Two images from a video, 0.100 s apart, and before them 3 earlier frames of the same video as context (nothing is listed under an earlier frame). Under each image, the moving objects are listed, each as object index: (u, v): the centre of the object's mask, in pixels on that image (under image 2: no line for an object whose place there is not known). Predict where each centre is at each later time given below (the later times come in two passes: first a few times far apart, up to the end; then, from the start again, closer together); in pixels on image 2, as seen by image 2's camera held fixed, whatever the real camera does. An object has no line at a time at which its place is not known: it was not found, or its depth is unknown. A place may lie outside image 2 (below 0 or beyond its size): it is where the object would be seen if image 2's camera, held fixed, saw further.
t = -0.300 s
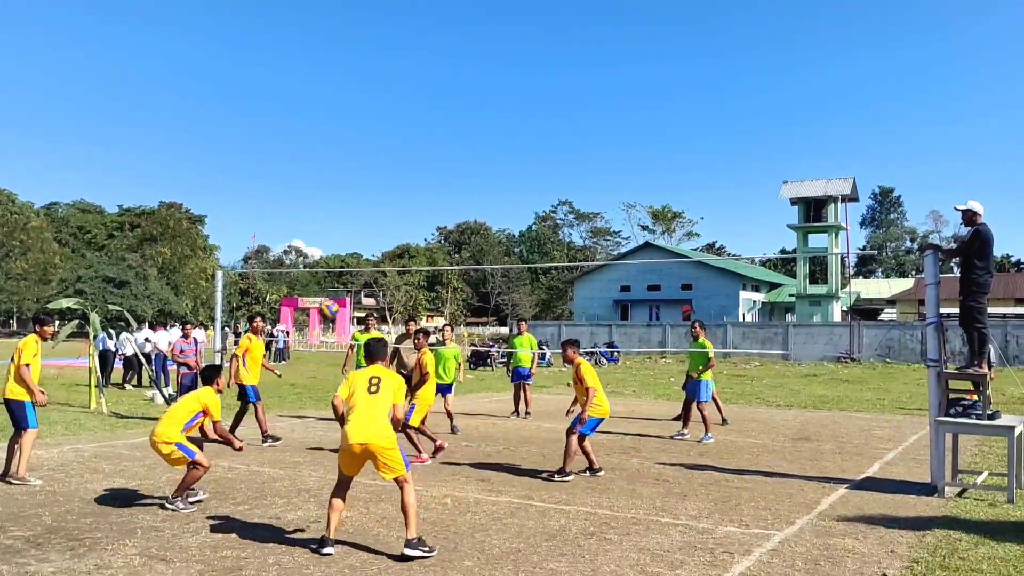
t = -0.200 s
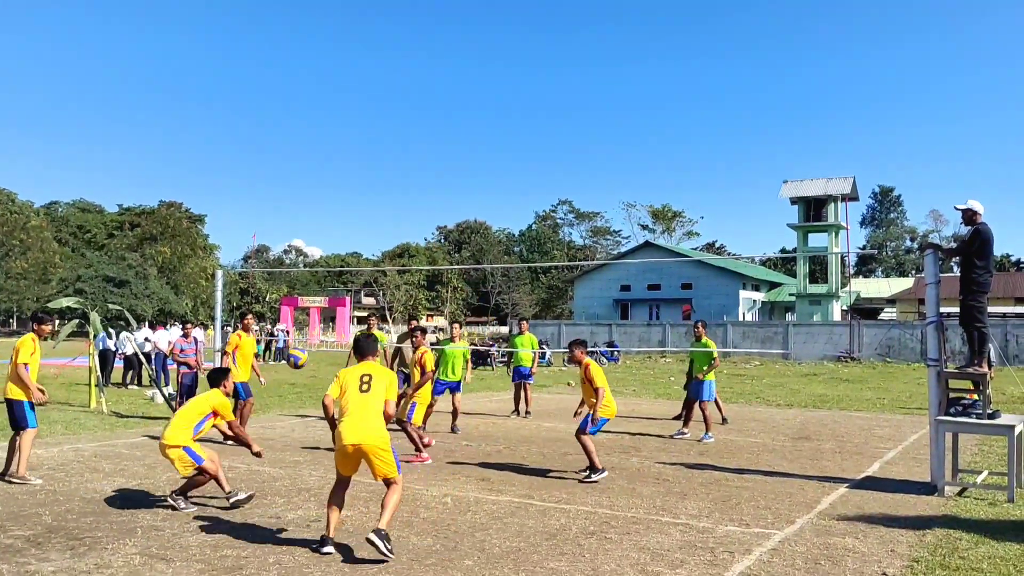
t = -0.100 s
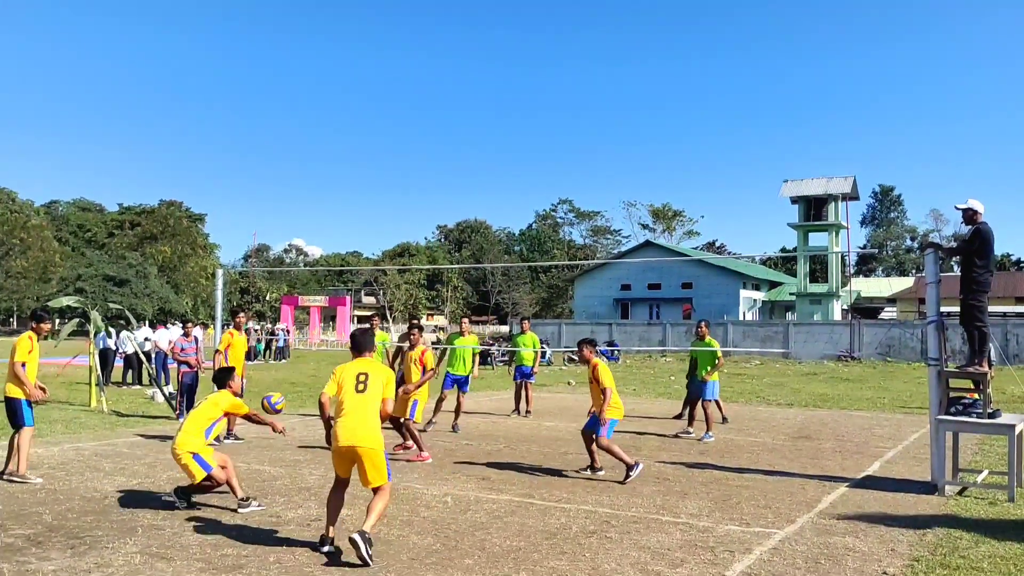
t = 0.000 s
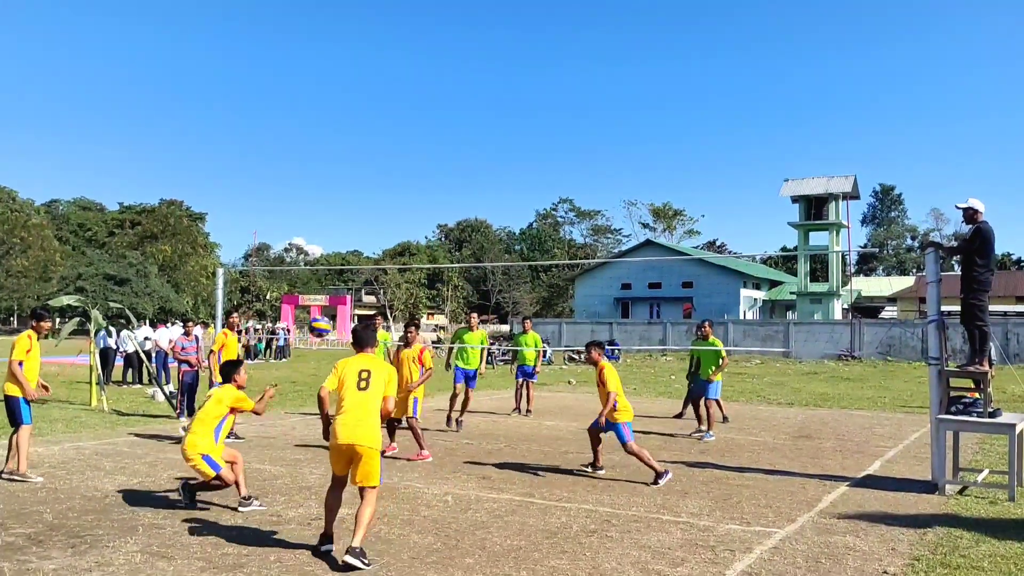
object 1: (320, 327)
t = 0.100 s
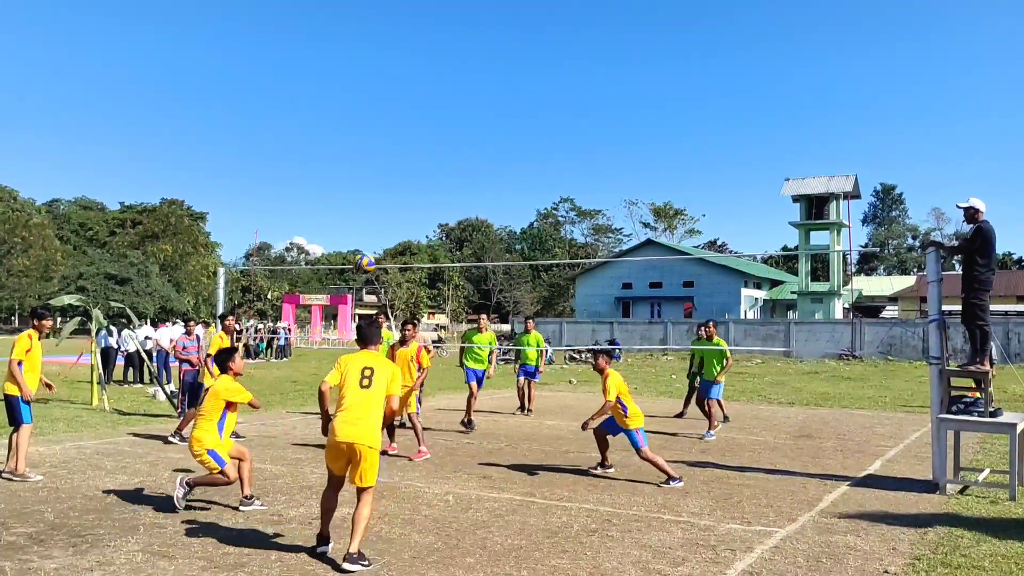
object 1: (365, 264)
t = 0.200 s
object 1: (406, 212)
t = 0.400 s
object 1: (485, 145)
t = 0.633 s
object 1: (572, 120)
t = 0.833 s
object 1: (638, 140)
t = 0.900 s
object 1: (658, 154)
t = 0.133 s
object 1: (377, 245)
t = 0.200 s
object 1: (406, 212)
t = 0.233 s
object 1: (419, 198)
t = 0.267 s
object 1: (432, 185)
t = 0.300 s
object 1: (446, 173)
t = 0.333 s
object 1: (459, 163)
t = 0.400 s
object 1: (485, 145)
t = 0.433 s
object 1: (498, 138)
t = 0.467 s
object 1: (511, 132)
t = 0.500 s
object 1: (523, 128)
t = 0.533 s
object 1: (536, 124)
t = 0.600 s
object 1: (560, 120)
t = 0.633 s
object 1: (572, 120)
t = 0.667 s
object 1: (583, 120)
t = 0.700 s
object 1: (595, 122)
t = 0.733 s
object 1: (606, 125)
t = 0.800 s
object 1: (628, 133)
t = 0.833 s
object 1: (638, 140)
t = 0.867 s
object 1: (648, 146)
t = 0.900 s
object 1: (658, 154)
